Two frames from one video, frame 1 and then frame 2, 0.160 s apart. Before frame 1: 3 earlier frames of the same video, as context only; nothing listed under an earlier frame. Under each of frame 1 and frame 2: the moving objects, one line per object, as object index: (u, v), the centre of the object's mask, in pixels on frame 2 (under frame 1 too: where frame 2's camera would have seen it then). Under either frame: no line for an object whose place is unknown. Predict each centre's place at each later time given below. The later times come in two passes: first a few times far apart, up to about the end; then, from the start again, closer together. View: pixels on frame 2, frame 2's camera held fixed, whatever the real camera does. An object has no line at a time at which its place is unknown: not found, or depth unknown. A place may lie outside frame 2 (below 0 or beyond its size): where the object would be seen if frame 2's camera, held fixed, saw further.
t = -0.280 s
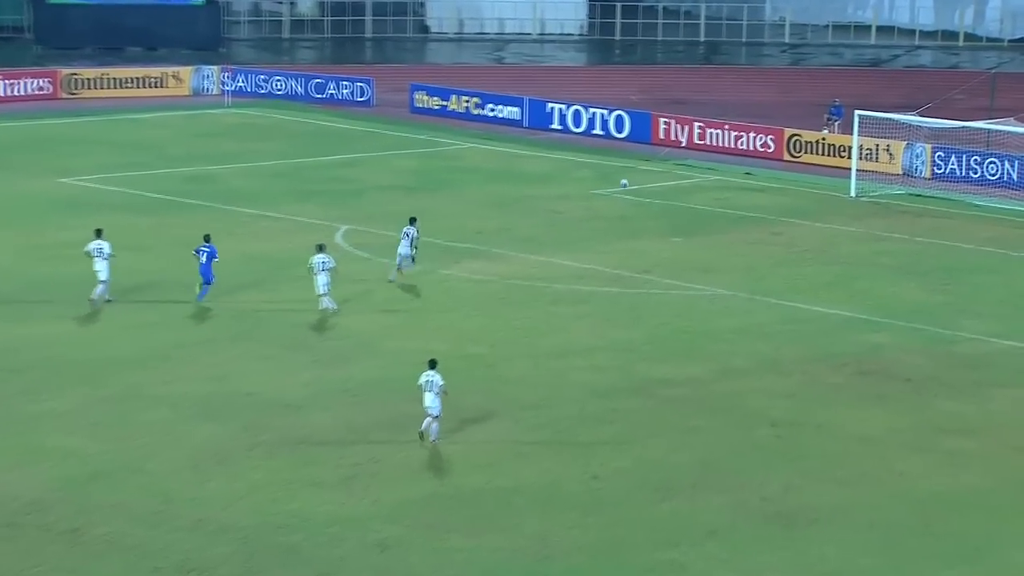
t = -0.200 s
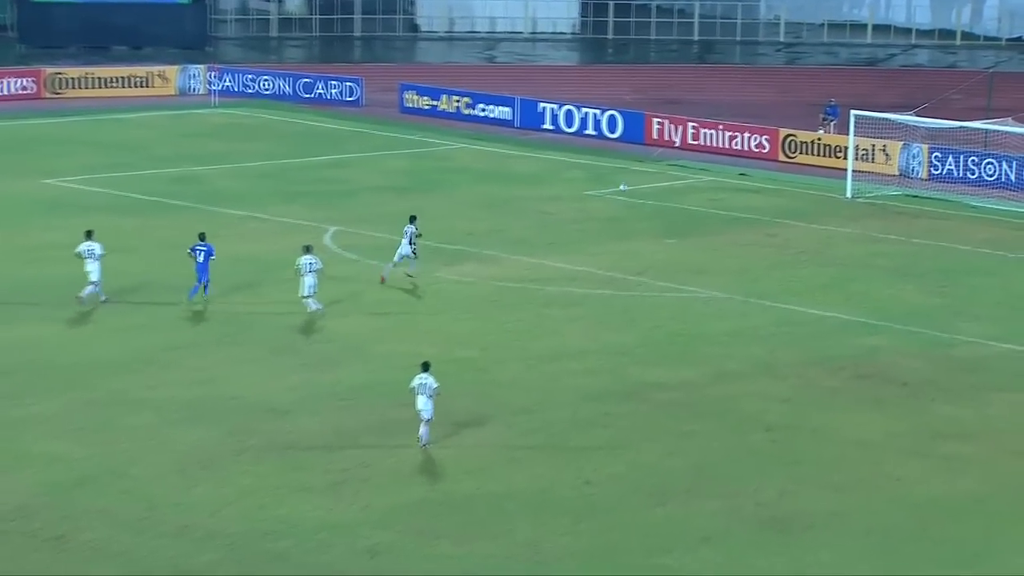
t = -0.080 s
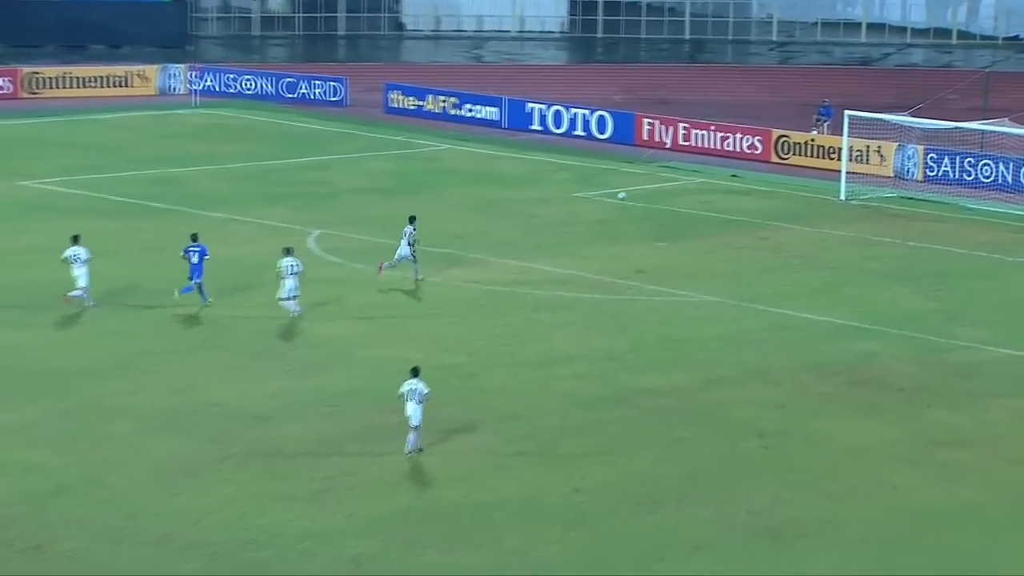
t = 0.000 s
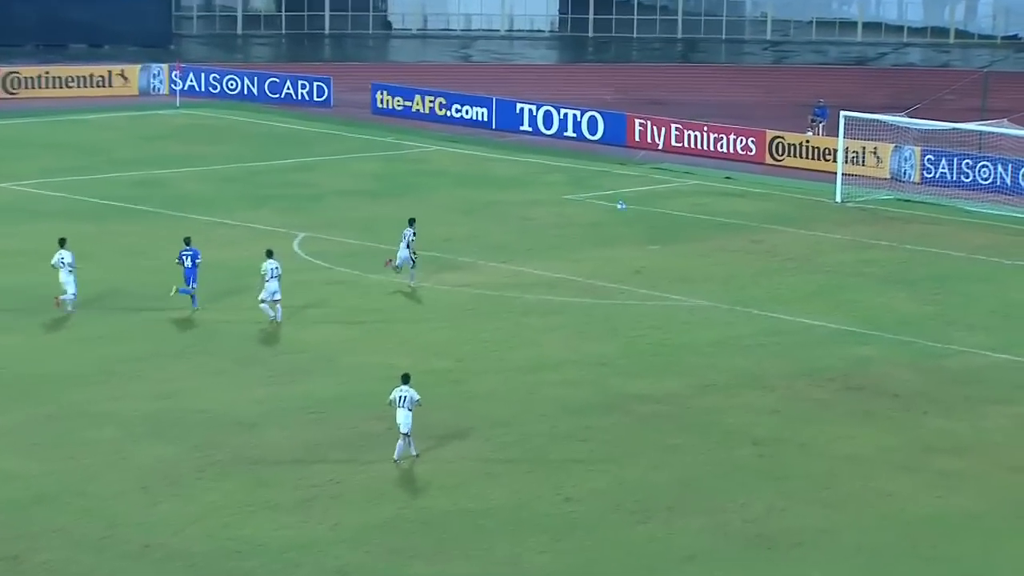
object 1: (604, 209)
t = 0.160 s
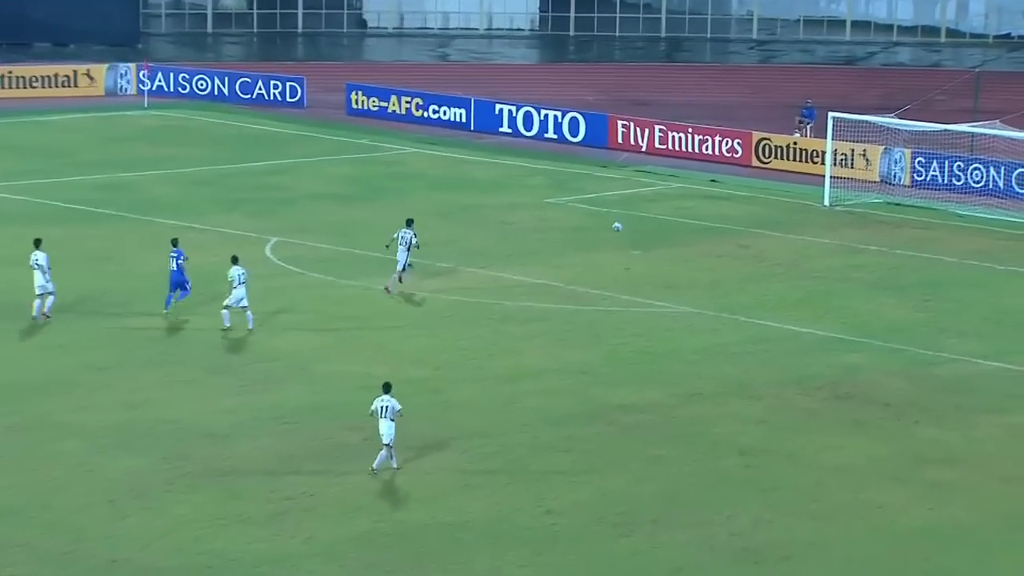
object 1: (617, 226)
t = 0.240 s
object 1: (623, 238)
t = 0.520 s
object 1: (644, 237)
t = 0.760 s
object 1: (663, 221)
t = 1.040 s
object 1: (684, 219)
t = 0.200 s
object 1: (620, 232)
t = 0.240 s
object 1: (623, 238)
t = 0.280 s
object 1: (626, 243)
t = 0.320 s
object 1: (630, 253)
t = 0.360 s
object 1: (631, 254)
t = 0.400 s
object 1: (636, 250)
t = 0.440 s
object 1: (637, 247)
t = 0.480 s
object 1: (642, 240)
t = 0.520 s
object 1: (644, 237)
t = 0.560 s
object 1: (648, 233)
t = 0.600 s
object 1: (650, 231)
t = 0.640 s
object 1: (653, 227)
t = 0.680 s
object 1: (657, 223)
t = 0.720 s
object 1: (660, 222)
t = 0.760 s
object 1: (663, 221)
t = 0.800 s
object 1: (666, 219)
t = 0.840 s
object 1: (669, 218)
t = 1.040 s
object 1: (684, 219)
